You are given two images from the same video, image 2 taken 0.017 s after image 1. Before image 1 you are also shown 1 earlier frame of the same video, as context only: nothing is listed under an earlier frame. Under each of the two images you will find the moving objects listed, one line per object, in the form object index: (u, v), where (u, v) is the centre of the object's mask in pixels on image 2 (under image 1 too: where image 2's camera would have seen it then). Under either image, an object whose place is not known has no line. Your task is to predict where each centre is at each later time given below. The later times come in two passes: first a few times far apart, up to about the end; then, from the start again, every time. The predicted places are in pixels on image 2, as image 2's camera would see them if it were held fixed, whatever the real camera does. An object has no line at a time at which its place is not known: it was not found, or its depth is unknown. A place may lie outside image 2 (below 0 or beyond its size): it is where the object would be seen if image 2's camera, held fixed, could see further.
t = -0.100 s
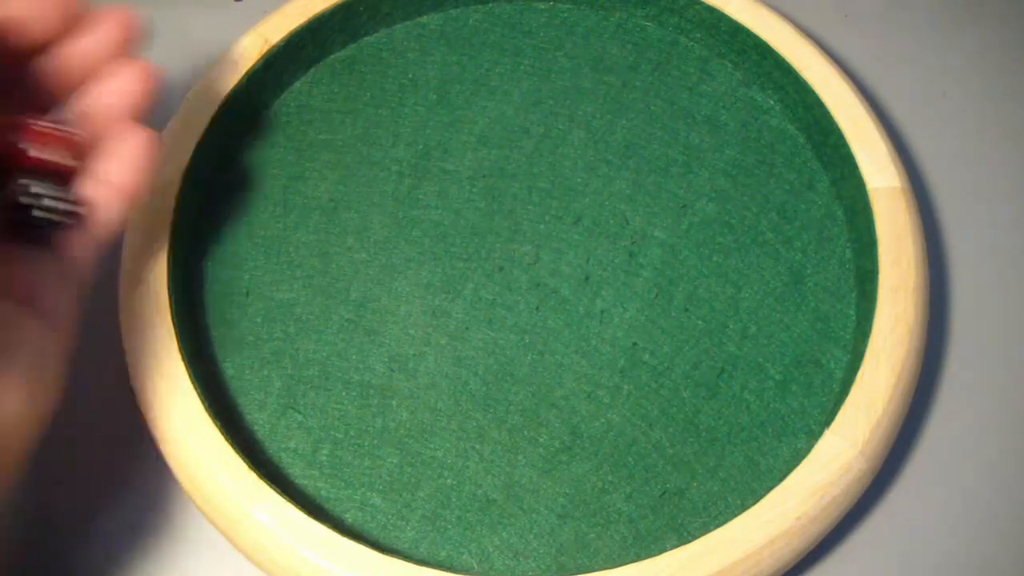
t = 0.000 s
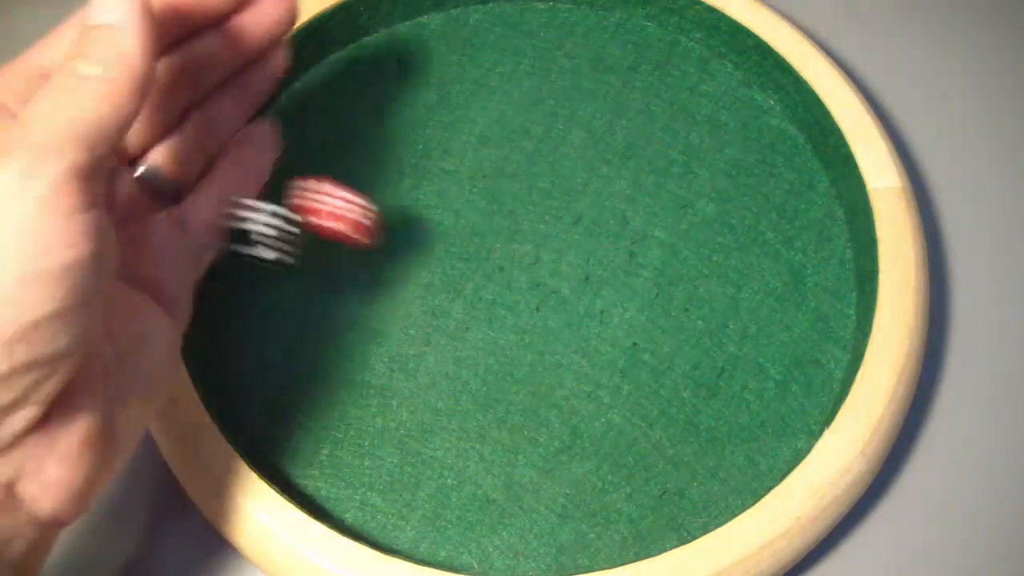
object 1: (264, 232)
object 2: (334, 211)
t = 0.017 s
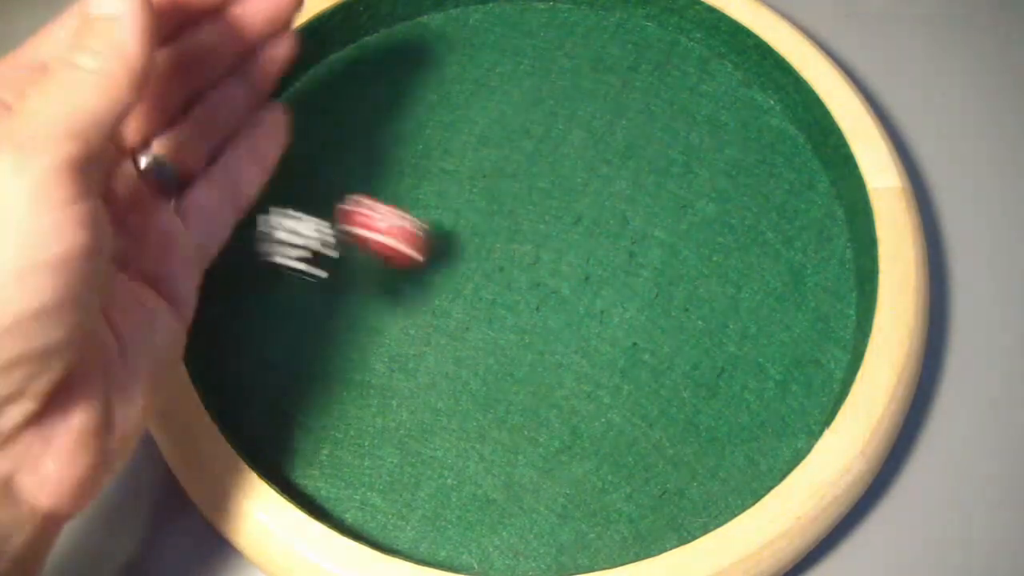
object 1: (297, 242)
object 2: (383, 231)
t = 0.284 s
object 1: (751, 310)
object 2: (810, 283)
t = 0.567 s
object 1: (768, 403)
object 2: (710, 75)
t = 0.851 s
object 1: (763, 412)
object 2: (679, 56)
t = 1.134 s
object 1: (763, 412)
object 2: (680, 57)
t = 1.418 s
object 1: (762, 412)
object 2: (680, 57)
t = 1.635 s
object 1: (762, 412)
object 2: (680, 57)
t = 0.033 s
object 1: (346, 262)
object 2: (432, 255)
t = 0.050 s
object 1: (388, 280)
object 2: (471, 261)
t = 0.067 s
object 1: (435, 307)
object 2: (500, 254)
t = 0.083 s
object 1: (469, 326)
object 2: (533, 247)
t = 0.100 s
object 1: (500, 322)
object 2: (566, 245)
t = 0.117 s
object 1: (519, 312)
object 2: (598, 248)
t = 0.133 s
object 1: (545, 304)
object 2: (632, 254)
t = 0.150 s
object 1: (570, 302)
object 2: (664, 264)
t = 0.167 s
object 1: (595, 302)
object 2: (694, 279)
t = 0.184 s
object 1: (620, 305)
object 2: (722, 289)
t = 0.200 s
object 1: (645, 312)
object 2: (750, 290)
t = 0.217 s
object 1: (667, 316)
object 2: (782, 292)
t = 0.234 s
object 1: (687, 311)
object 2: (813, 292)
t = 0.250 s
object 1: (711, 307)
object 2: (836, 295)
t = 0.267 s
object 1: (728, 306)
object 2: (824, 288)
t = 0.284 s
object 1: (751, 310)
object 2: (810, 283)
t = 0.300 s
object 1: (766, 318)
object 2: (794, 274)
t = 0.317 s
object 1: (776, 327)
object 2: (784, 260)
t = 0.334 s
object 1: (782, 337)
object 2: (776, 244)
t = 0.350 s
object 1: (789, 349)
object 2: (767, 230)
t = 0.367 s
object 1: (793, 359)
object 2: (760, 216)
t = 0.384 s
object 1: (799, 368)
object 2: (754, 202)
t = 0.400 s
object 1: (808, 380)
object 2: (748, 187)
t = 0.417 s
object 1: (810, 387)
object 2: (743, 175)
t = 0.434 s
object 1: (808, 390)
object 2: (737, 160)
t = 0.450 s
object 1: (803, 392)
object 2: (734, 146)
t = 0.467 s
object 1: (794, 395)
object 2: (729, 136)
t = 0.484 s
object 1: (788, 397)
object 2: (726, 123)
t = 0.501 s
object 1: (781, 399)
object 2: (722, 114)
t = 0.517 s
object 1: (777, 400)
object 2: (719, 103)
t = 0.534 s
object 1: (773, 400)
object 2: (717, 94)
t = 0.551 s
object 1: (771, 401)
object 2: (713, 84)
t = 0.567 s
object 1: (768, 403)
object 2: (710, 75)
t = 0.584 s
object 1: (765, 409)
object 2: (709, 68)
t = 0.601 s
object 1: (764, 412)
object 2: (708, 59)
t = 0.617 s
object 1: (765, 414)
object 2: (705, 55)
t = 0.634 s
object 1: (765, 415)
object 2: (702, 50)
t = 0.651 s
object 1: (765, 414)
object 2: (697, 49)
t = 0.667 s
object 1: (763, 413)
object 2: (689, 49)
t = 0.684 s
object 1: (762, 412)
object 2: (684, 49)
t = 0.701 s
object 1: (762, 411)
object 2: (680, 50)
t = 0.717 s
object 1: (762, 412)
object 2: (678, 50)
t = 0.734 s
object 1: (763, 412)
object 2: (677, 52)
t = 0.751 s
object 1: (763, 412)
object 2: (676, 54)
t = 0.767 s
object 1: (762, 412)
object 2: (678, 56)
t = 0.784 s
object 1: (762, 412)
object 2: (679, 57)
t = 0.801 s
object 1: (763, 412)
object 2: (680, 58)
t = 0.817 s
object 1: (763, 412)
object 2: (680, 57)
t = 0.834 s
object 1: (762, 412)
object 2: (680, 57)
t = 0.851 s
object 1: (763, 412)
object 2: (679, 56)
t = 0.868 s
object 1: (762, 412)
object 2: (680, 57)
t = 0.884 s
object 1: (762, 412)
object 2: (680, 57)
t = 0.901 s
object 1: (762, 412)
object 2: (680, 57)
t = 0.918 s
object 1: (762, 412)
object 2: (680, 57)
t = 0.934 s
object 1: (762, 412)
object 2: (680, 57)
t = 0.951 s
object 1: (762, 412)
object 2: (680, 57)
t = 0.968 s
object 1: (763, 412)
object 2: (680, 57)
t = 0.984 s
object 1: (762, 412)
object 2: (680, 57)
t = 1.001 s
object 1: (763, 412)
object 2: (680, 57)
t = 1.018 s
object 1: (762, 412)
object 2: (680, 57)
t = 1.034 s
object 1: (763, 412)
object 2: (680, 57)
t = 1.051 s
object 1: (763, 412)
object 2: (680, 57)
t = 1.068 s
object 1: (763, 412)
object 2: (680, 57)
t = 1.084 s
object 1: (763, 412)
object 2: (680, 57)
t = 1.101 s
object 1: (763, 412)
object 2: (680, 57)
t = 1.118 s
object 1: (763, 412)
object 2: (680, 57)
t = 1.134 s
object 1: (763, 412)
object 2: (680, 57)
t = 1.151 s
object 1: (762, 412)
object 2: (680, 57)
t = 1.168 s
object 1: (762, 412)
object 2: (680, 57)
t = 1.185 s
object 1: (762, 412)
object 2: (680, 57)
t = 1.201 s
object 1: (763, 412)
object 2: (680, 57)
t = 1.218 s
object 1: (763, 412)
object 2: (680, 57)
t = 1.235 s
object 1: (762, 412)
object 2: (680, 57)
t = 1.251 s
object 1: (763, 412)
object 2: (680, 57)
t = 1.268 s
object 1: (763, 412)
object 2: (680, 57)
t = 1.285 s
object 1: (762, 412)
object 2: (680, 57)
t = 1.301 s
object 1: (763, 412)
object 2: (680, 57)
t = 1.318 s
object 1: (762, 412)
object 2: (680, 57)
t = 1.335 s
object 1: (762, 412)
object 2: (680, 57)
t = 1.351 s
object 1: (762, 412)
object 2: (680, 57)
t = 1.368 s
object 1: (762, 412)
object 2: (680, 57)
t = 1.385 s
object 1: (762, 412)
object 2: (680, 57)
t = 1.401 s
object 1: (762, 412)
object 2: (680, 57)
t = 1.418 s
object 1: (762, 412)
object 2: (680, 57)
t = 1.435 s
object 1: (762, 412)
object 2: (680, 57)
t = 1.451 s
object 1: (763, 412)
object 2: (680, 57)
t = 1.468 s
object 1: (762, 412)
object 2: (680, 57)
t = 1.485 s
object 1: (762, 412)
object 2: (680, 57)
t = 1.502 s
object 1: (762, 412)
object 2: (680, 57)
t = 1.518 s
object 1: (762, 412)
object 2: (680, 57)
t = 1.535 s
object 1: (762, 412)
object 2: (680, 57)
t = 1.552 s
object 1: (762, 412)
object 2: (680, 57)
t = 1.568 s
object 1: (762, 412)
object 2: (680, 57)
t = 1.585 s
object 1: (763, 412)
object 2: (680, 57)
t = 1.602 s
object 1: (763, 412)
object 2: (680, 57)
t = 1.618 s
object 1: (762, 412)
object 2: (680, 57)
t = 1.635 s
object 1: (762, 412)
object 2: (680, 57)
